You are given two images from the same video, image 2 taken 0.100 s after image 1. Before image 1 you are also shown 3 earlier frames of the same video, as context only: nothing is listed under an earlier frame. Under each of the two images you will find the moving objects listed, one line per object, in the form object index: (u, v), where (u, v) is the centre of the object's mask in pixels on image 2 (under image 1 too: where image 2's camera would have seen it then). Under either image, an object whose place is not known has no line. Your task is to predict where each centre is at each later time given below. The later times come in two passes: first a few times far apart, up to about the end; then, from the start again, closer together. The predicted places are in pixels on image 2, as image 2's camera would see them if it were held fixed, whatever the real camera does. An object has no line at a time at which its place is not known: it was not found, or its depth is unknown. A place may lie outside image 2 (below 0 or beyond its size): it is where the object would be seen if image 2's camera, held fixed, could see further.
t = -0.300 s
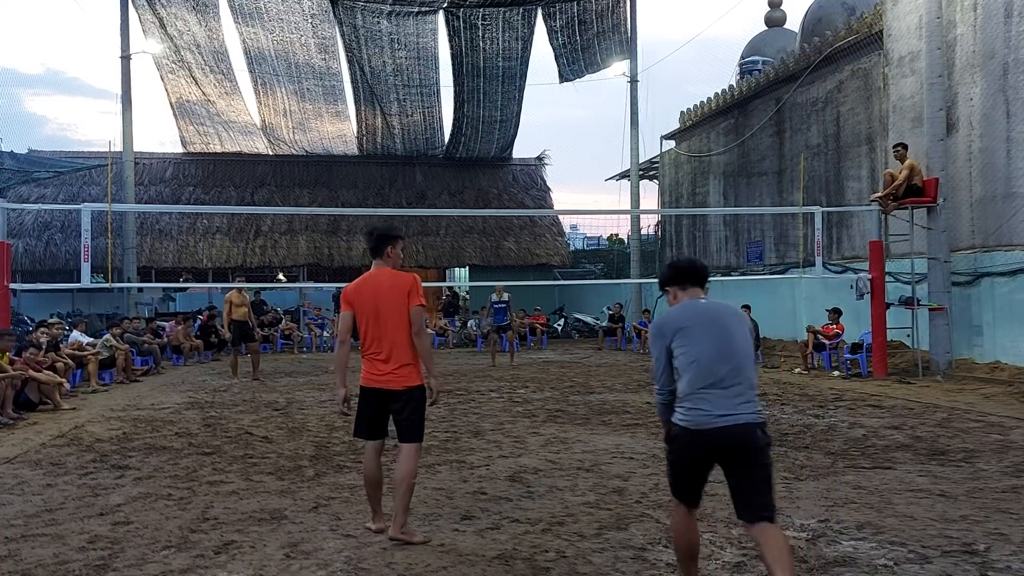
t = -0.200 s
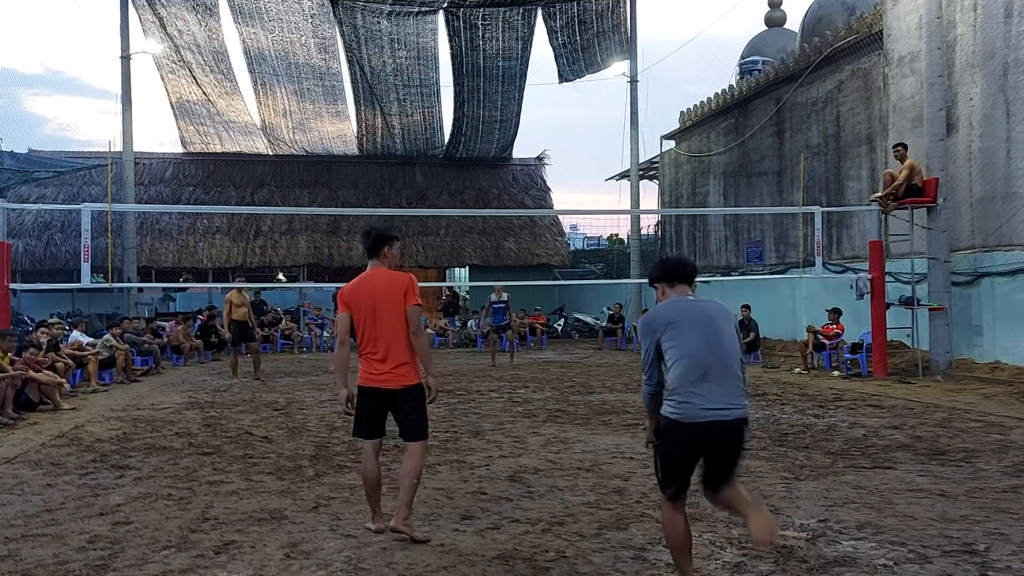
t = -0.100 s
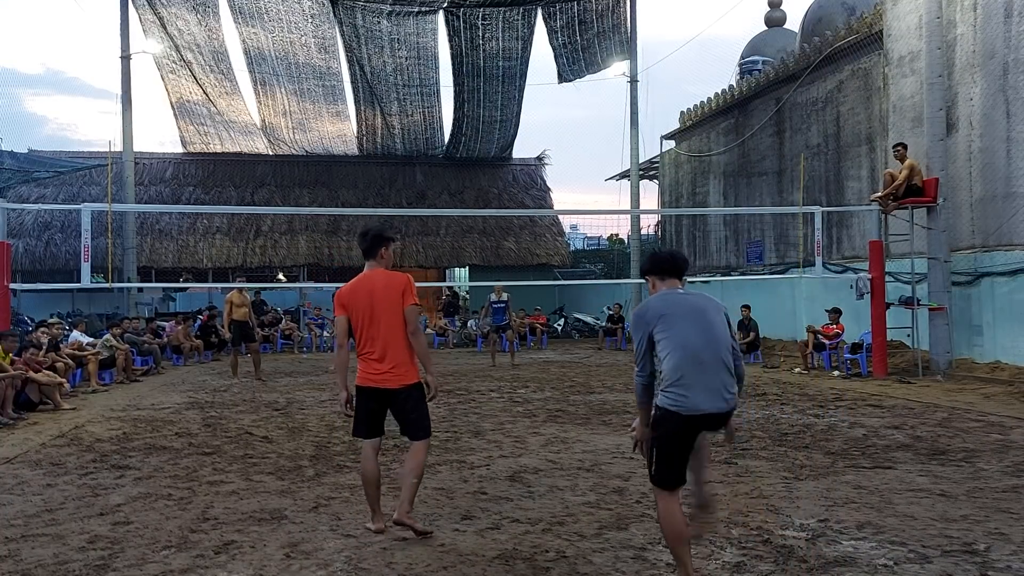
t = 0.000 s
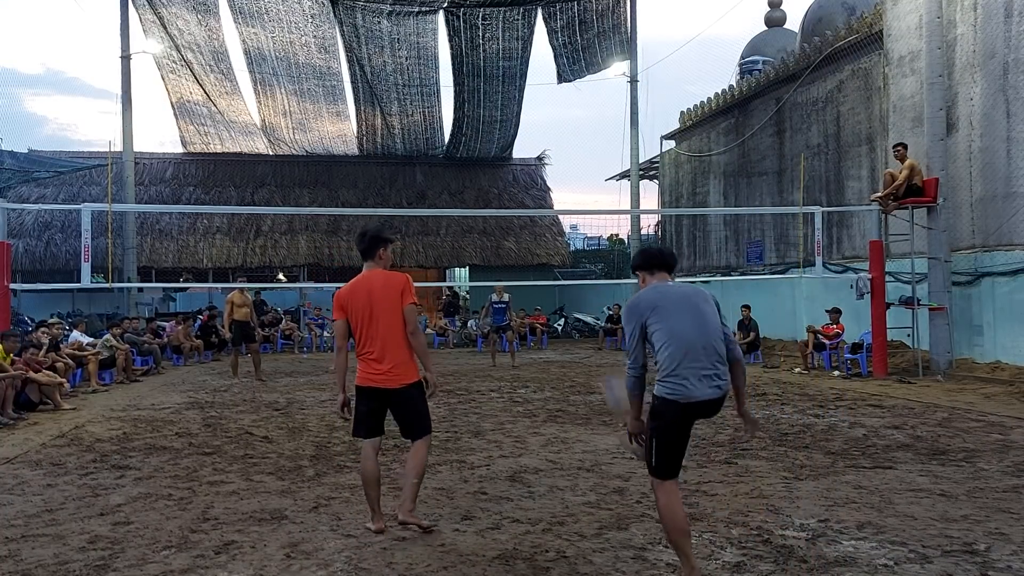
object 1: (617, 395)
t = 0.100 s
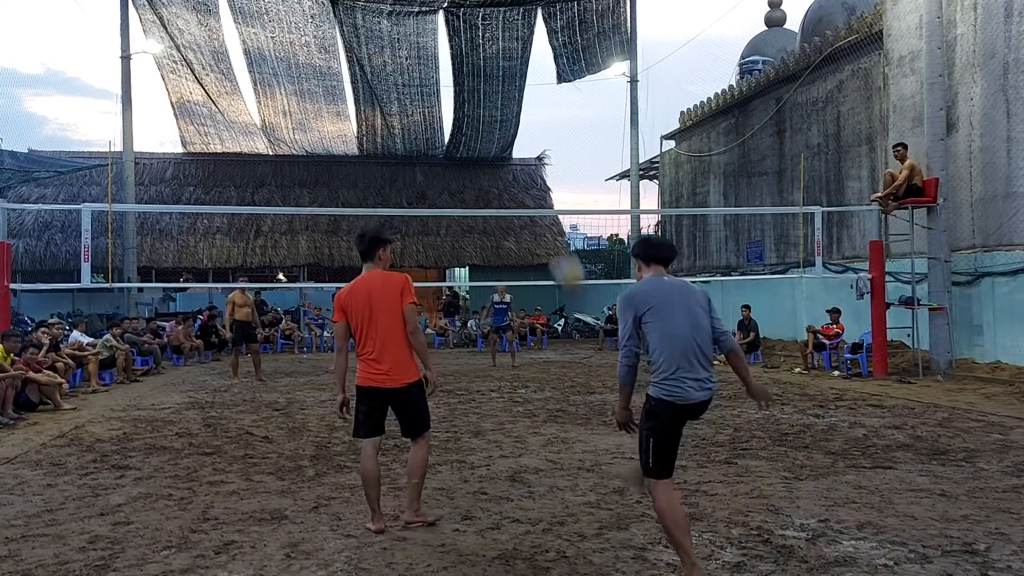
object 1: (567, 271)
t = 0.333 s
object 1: (488, 128)
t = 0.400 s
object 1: (471, 108)
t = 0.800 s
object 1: (408, 105)
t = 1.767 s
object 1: (335, 221)
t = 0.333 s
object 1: (488, 128)
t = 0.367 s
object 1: (480, 117)
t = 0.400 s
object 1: (471, 108)
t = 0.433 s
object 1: (465, 101)
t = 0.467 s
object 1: (458, 97)
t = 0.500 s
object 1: (451, 93)
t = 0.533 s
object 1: (445, 91)
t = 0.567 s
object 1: (439, 89)
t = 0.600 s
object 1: (434, 89)
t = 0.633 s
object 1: (429, 89)
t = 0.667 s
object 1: (425, 91)
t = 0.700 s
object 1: (421, 93)
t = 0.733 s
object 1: (416, 96)
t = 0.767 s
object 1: (412, 99)
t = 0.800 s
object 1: (408, 105)
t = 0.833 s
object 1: (405, 109)
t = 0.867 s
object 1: (401, 115)
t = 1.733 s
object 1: (338, 231)
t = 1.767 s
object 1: (335, 221)
